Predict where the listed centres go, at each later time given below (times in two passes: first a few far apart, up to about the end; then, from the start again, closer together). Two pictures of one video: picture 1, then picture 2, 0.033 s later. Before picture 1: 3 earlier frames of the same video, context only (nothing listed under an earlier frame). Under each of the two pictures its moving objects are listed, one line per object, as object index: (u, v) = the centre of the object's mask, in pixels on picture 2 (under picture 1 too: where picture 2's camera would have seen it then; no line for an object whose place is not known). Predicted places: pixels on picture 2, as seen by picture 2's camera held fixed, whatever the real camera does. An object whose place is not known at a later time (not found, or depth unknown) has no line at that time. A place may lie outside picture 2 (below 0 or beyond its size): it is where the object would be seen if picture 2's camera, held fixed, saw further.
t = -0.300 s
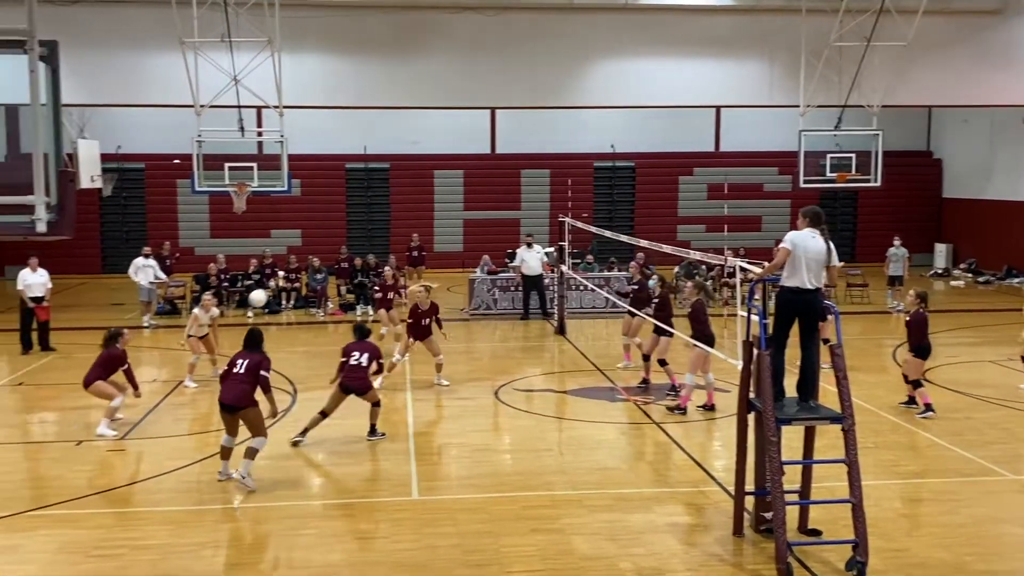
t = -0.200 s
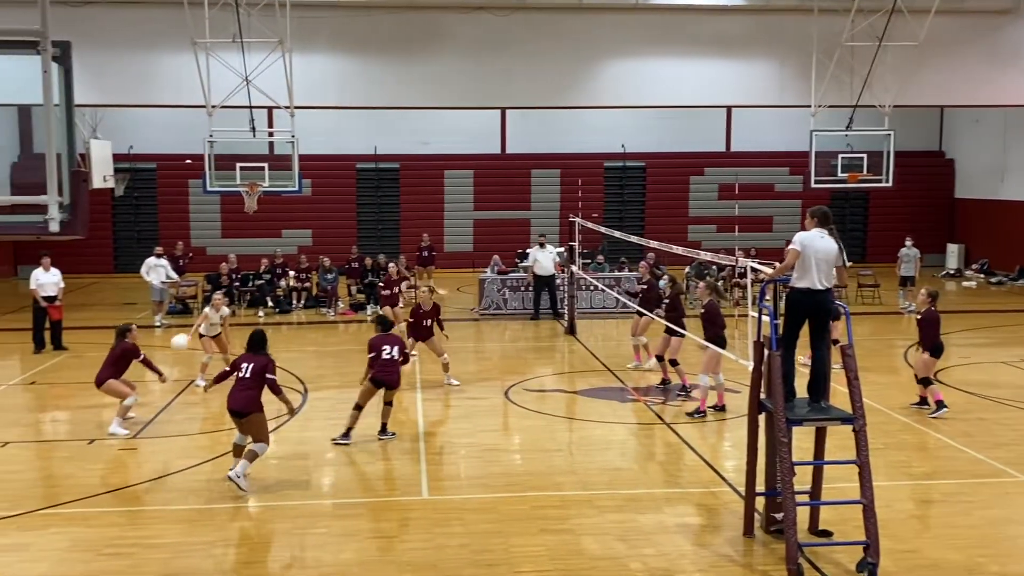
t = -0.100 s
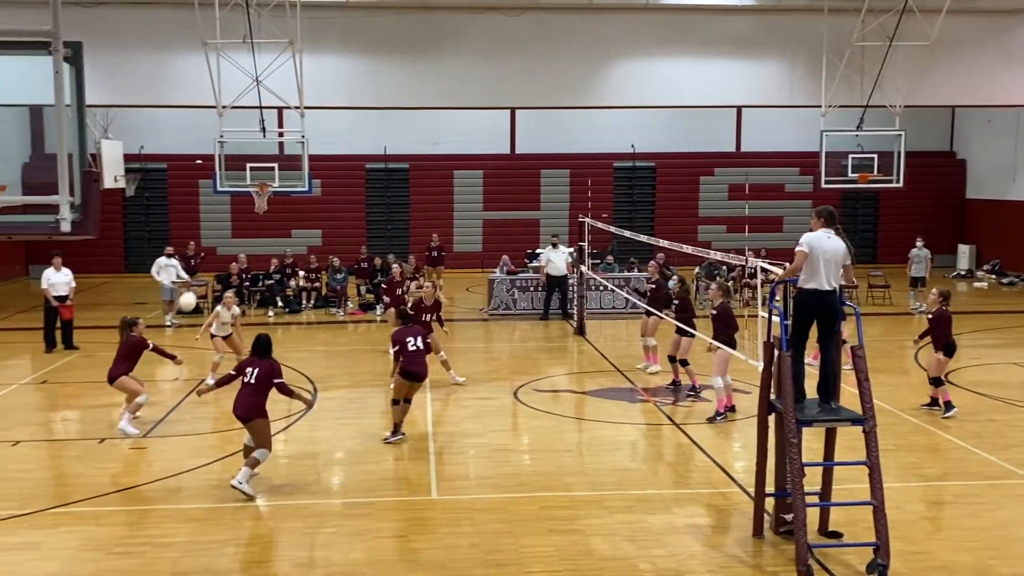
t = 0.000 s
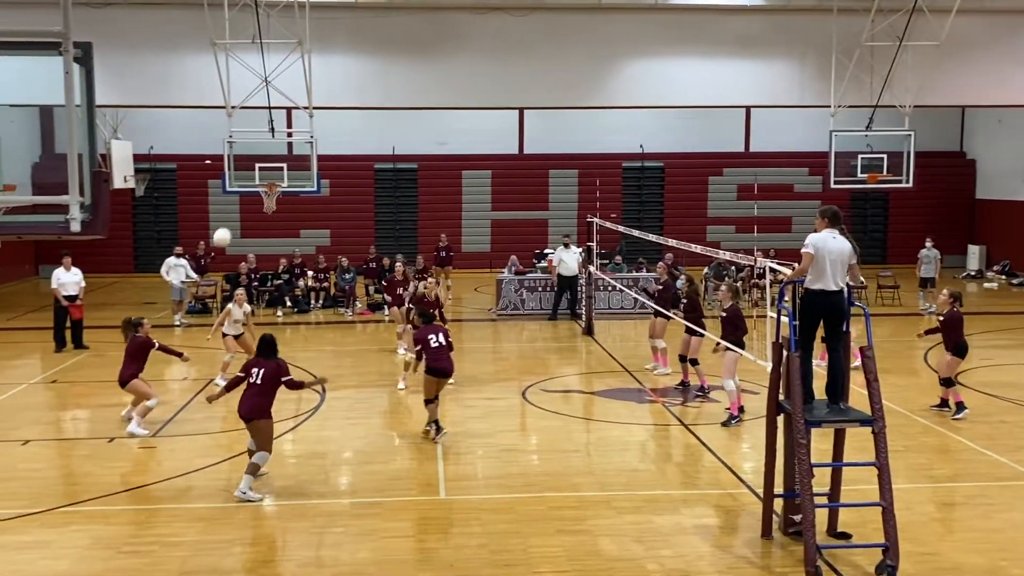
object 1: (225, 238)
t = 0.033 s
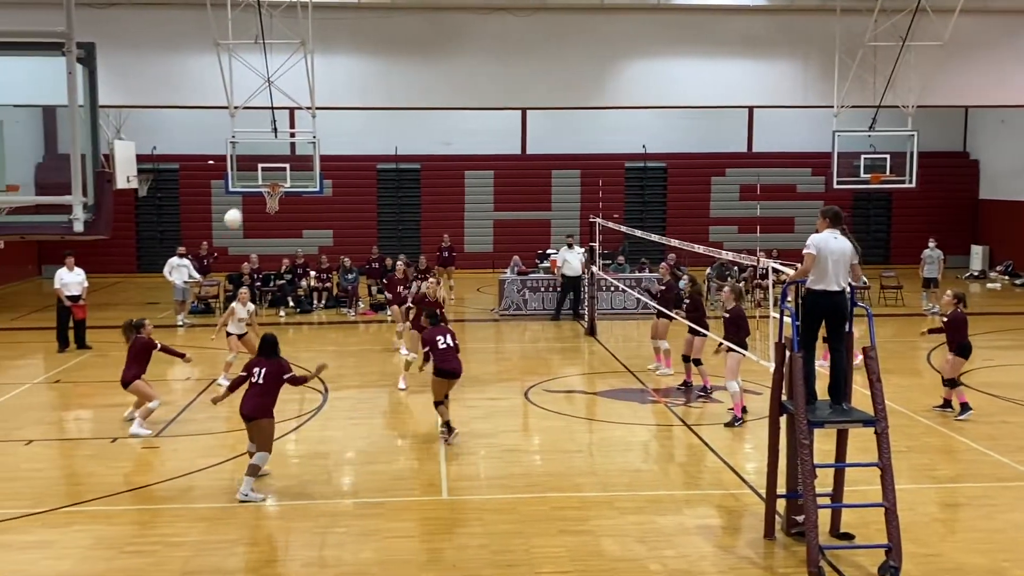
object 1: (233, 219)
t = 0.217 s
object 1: (278, 128)
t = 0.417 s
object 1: (325, 61)
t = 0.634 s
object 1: (374, 23)
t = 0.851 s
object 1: (422, 22)
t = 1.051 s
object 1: (465, 52)
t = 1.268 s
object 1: (510, 116)
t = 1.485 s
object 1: (552, 206)
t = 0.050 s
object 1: (237, 209)
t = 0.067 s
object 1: (241, 200)
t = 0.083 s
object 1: (245, 191)
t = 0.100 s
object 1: (249, 181)
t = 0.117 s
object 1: (253, 173)
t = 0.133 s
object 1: (257, 165)
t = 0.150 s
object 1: (262, 158)
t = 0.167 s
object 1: (265, 150)
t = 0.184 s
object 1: (270, 141)
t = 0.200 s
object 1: (274, 134)
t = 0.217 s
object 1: (278, 128)
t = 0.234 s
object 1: (281, 121)
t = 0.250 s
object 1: (285, 114)
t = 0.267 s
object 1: (290, 109)
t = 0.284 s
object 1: (294, 102)
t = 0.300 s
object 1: (297, 97)
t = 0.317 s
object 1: (300, 92)
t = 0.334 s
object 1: (306, 88)
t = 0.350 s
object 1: (308, 80)
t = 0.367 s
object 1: (313, 75)
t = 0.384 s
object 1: (317, 71)
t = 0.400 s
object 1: (321, 67)
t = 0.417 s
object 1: (325, 61)
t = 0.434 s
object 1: (329, 57)
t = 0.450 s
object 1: (332, 53)
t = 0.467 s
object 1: (336, 49)
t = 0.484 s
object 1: (340, 46)
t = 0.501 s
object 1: (344, 41)
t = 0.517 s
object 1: (348, 38)
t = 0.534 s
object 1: (352, 35)
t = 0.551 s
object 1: (355, 33)
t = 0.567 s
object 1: (359, 31)
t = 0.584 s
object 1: (363, 29)
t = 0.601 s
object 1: (367, 27)
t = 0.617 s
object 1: (370, 25)
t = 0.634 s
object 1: (374, 23)
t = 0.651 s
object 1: (378, 22)
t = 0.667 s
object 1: (381, 21)
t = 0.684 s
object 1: (385, 20)
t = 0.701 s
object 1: (389, 20)
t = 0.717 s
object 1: (393, 19)
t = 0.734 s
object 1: (396, 19)
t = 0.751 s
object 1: (400, 18)
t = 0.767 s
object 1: (404, 19)
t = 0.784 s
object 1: (407, 19)
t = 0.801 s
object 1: (411, 20)
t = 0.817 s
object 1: (415, 20)
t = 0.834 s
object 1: (418, 21)
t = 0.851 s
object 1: (422, 22)
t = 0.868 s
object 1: (425, 24)
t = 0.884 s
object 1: (429, 26)
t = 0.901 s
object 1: (432, 27)
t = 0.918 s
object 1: (436, 30)
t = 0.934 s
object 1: (440, 32)
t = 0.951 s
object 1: (443, 34)
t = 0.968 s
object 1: (447, 37)
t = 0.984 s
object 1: (450, 40)
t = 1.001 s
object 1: (454, 42)
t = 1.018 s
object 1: (458, 46)
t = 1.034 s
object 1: (461, 49)
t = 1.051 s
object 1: (465, 52)
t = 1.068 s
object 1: (468, 56)
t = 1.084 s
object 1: (472, 59)
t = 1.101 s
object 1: (475, 63)
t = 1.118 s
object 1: (479, 68)
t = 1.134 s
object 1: (482, 73)
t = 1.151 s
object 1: (485, 78)
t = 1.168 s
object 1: (489, 82)
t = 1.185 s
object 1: (493, 86)
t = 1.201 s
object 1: (496, 92)
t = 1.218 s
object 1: (499, 97)
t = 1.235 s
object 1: (502, 104)
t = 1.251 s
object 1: (506, 110)
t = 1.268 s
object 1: (510, 116)
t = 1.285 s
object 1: (512, 122)
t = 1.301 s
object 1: (516, 128)
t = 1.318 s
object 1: (520, 134)
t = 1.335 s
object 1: (522, 141)
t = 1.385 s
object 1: (532, 162)
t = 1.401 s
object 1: (535, 169)
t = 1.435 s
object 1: (542, 183)
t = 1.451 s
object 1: (545, 191)
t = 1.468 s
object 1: (548, 199)
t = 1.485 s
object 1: (552, 206)
